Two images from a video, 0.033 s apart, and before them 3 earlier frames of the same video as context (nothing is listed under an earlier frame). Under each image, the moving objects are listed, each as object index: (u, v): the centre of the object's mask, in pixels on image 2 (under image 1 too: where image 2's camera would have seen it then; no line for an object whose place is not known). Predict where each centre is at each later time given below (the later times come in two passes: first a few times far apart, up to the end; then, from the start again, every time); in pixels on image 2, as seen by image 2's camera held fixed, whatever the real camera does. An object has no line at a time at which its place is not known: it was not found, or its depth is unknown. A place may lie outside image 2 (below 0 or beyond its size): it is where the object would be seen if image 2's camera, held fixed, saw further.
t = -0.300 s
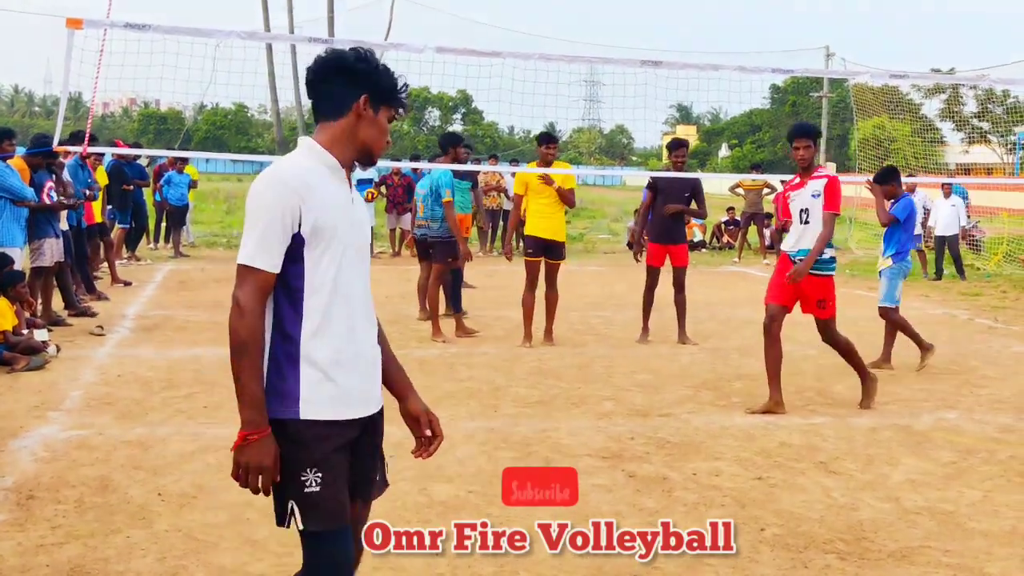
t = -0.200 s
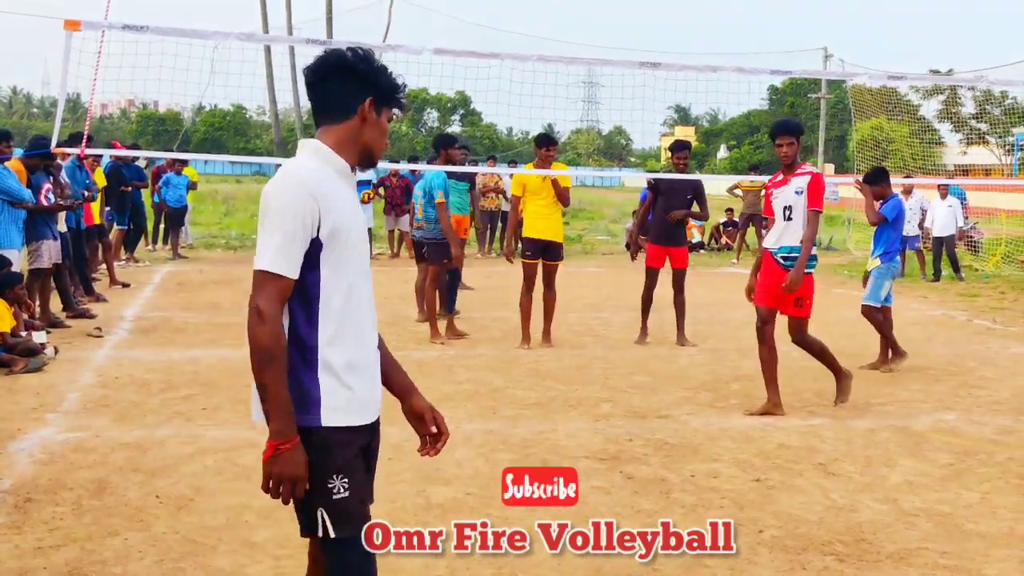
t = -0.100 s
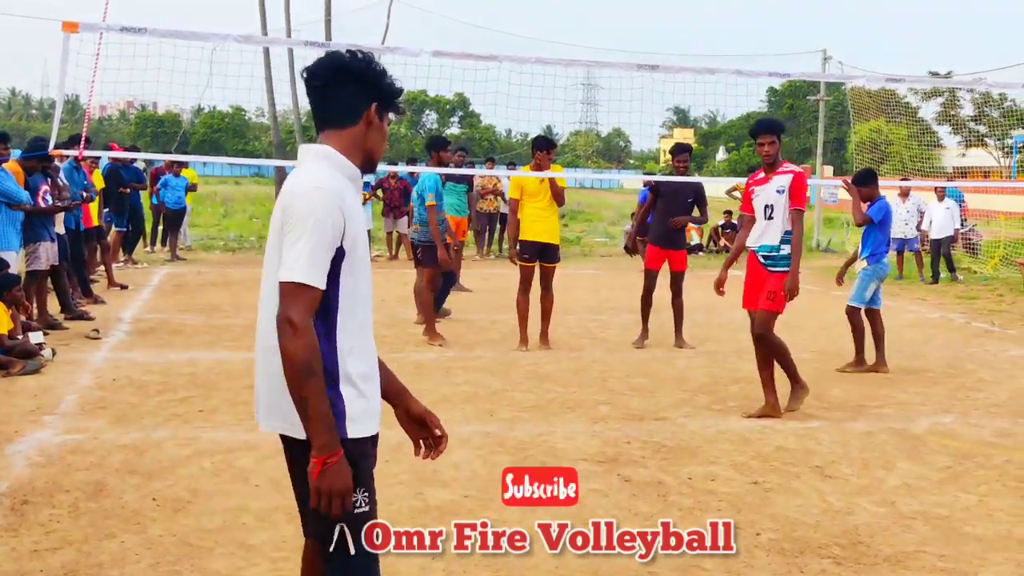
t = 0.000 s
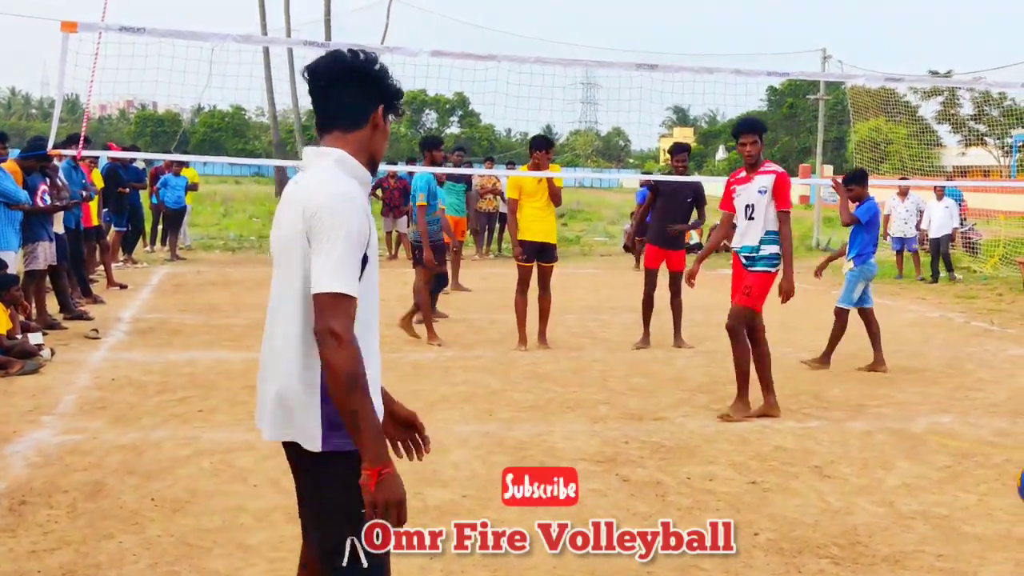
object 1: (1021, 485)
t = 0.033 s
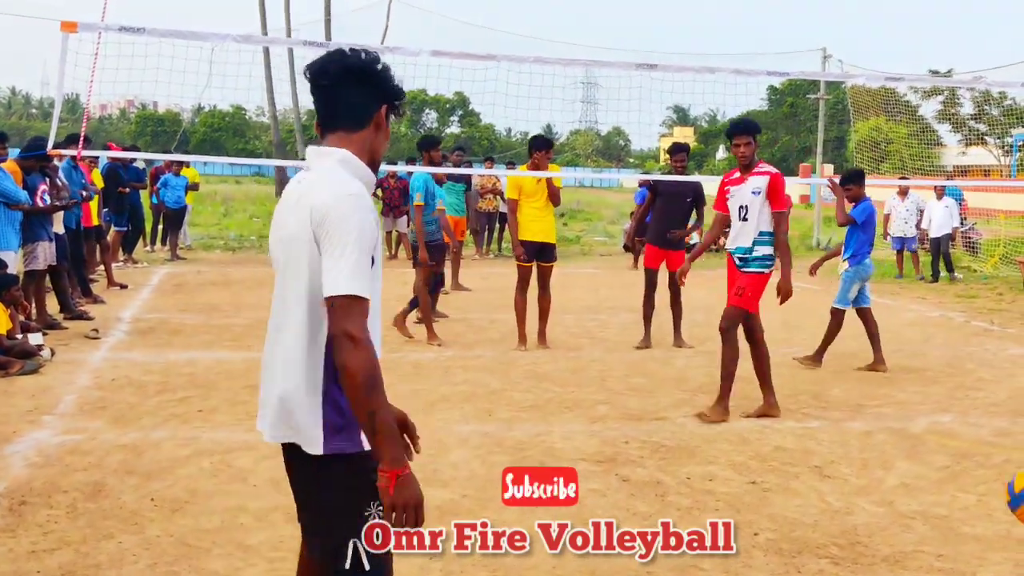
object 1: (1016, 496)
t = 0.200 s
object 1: (990, 547)
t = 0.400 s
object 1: (957, 437)
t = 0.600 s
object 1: (923, 430)
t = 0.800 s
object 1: (891, 487)
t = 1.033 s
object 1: (861, 402)
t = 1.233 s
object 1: (836, 416)
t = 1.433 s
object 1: (810, 409)
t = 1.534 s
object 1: (793, 390)
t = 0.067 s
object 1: (1012, 509)
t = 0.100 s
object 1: (1008, 526)
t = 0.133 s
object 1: (1004, 544)
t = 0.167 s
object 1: (996, 556)
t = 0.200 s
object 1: (990, 547)
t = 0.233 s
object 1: (984, 525)
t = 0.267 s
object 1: (979, 501)
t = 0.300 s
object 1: (974, 481)
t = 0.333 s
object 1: (968, 463)
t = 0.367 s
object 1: (963, 448)
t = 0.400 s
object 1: (957, 437)
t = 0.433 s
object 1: (951, 428)
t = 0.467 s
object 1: (945, 423)
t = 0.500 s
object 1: (940, 421)
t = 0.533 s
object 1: (934, 422)
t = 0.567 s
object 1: (928, 425)
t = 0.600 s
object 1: (923, 430)
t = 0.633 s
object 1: (918, 436)
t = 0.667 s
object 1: (913, 445)
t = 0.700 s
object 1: (908, 456)
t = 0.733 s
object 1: (902, 469)
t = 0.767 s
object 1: (897, 485)
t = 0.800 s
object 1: (891, 487)
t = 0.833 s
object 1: (888, 467)
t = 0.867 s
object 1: (883, 451)
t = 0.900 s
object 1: (878, 437)
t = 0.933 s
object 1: (875, 426)
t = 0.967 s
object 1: (871, 415)
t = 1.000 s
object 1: (866, 408)
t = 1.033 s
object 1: (861, 402)
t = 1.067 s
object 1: (857, 398)
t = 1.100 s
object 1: (852, 398)
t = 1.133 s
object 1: (848, 400)
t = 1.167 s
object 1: (844, 403)
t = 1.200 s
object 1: (840, 408)
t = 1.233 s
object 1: (836, 416)
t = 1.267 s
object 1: (833, 426)
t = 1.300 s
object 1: (829, 437)
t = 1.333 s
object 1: (825, 448)
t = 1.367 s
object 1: (820, 433)
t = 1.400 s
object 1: (815, 420)
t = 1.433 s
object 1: (810, 409)
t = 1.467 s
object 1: (802, 399)
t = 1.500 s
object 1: (798, 393)
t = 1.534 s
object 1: (793, 390)
